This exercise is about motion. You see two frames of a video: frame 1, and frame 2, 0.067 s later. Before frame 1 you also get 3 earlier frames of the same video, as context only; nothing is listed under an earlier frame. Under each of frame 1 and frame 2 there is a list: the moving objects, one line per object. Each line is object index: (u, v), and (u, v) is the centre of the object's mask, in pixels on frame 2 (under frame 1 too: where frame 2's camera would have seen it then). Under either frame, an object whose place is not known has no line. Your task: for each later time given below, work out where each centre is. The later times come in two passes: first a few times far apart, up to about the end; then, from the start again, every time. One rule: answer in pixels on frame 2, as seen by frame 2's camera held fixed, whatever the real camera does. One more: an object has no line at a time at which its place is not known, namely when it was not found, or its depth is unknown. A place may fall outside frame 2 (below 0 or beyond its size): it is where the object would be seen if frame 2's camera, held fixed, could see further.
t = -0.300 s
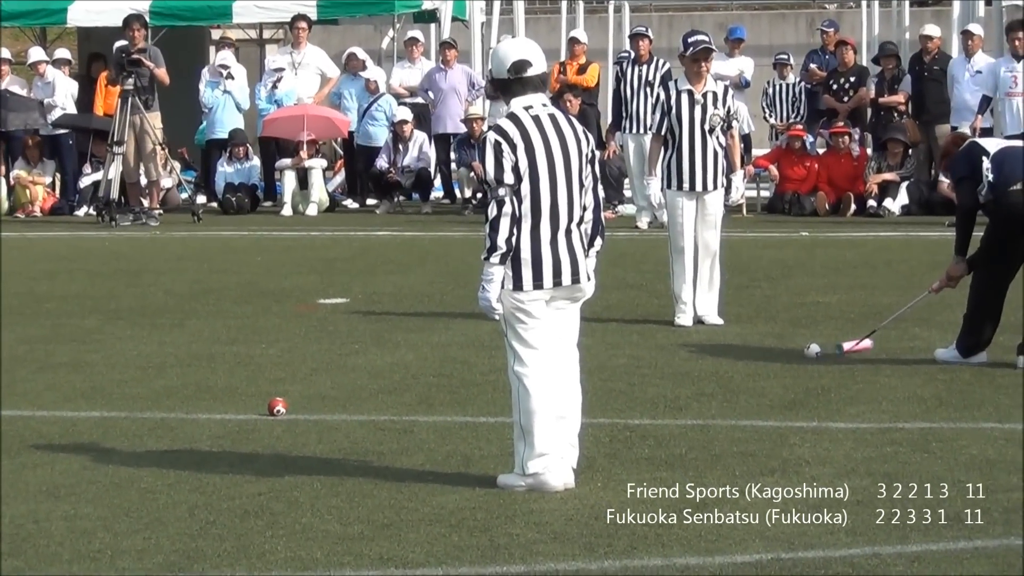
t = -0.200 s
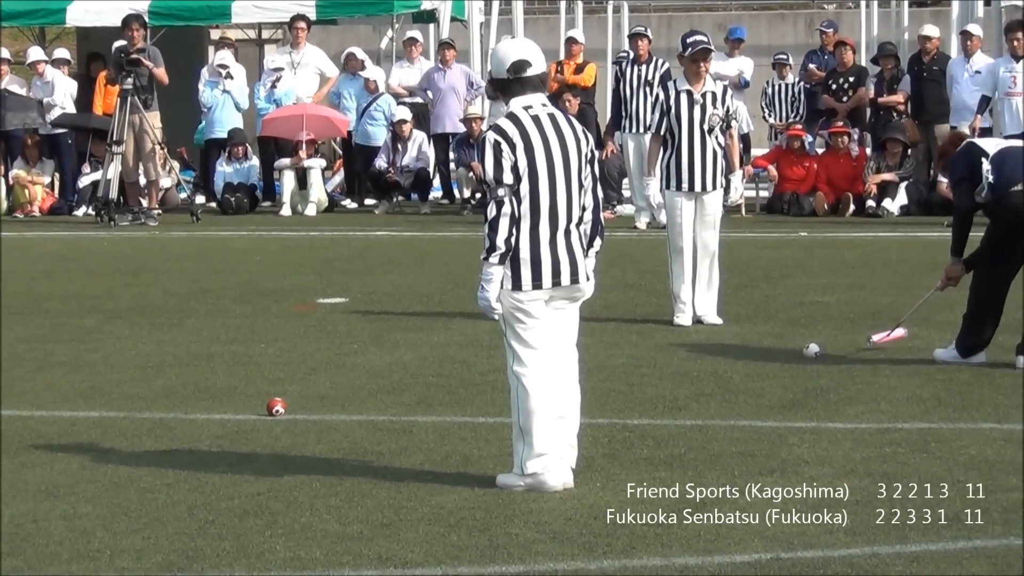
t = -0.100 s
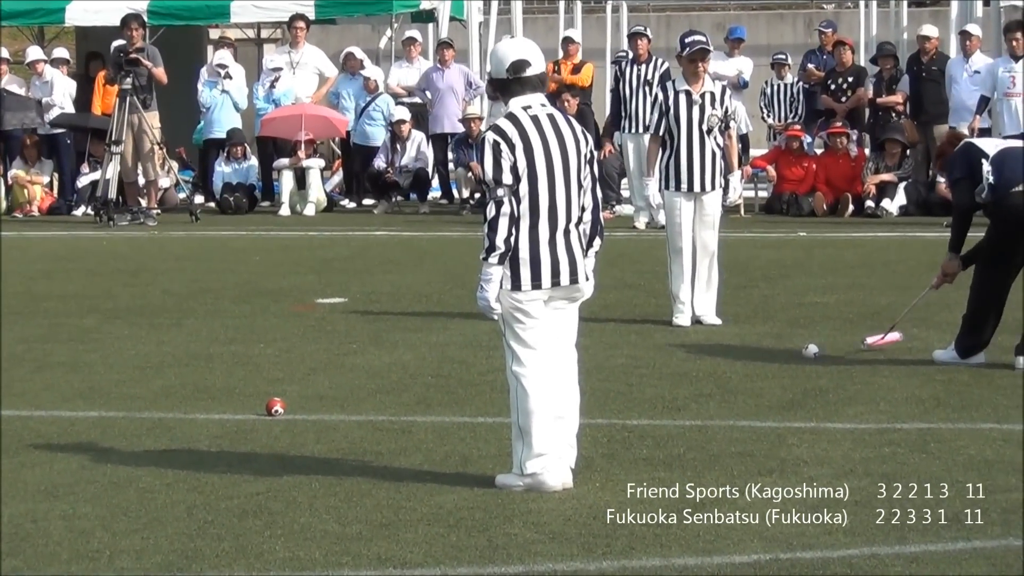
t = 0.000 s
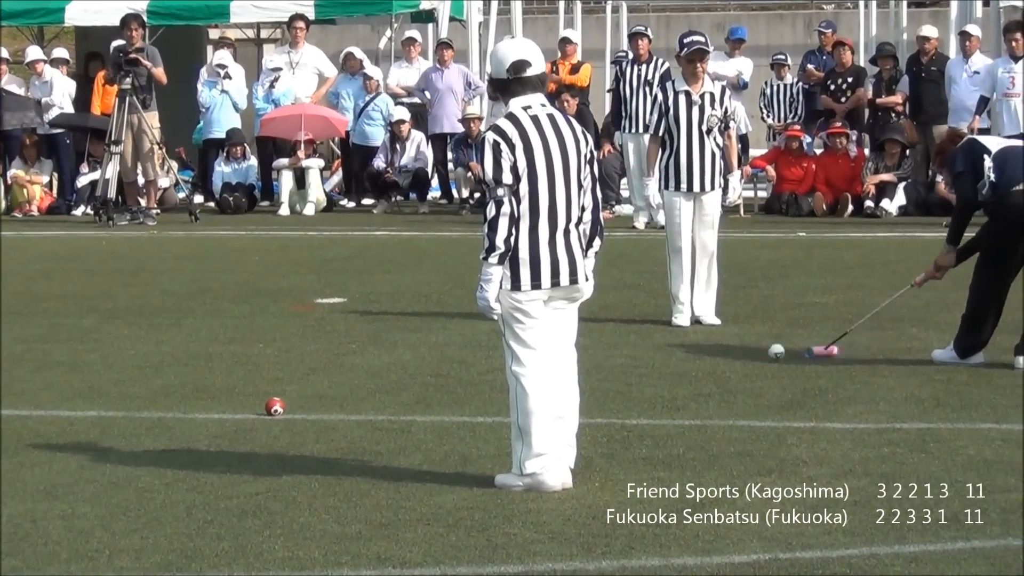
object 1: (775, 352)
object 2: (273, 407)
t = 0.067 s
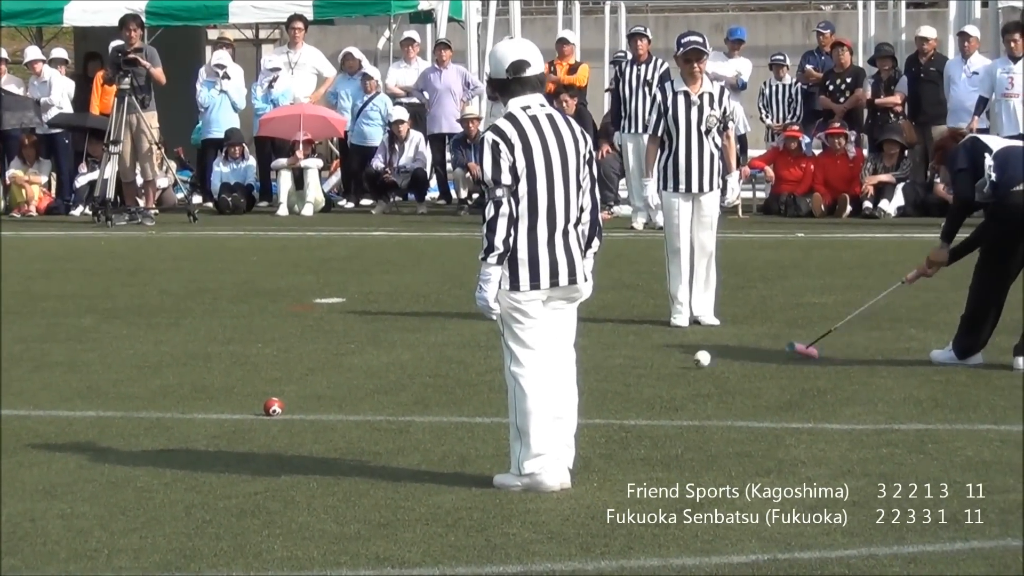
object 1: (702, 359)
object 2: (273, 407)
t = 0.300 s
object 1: (459, 386)
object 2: (273, 407)
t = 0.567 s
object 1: (248, 402)
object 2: (237, 415)
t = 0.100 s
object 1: (665, 365)
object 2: (273, 407)
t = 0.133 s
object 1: (631, 366)
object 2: (273, 407)
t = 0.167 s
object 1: (596, 369)
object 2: (273, 407)
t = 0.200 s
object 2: (273, 407)
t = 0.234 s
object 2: (273, 407)
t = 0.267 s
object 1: (493, 380)
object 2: (273, 407)
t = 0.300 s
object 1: (459, 386)
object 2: (273, 407)
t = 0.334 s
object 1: (426, 389)
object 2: (273, 407)
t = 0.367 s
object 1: (396, 392)
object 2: (273, 407)
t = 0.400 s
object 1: (363, 396)
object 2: (273, 407)
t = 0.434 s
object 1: (334, 397)
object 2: (273, 407)
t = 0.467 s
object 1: (303, 401)
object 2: (273, 407)
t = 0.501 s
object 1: (280, 403)
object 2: (267, 408)
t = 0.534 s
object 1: (264, 402)
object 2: (253, 410)
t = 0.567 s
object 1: (248, 402)
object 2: (237, 415)
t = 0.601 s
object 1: (231, 402)
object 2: (223, 418)
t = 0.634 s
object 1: (216, 403)
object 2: (210, 421)
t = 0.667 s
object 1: (200, 404)
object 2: (196, 425)
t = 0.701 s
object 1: (184, 403)
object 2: (183, 427)
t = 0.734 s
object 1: (167, 405)
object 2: (171, 430)
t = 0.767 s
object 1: (151, 404)
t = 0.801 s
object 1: (134, 405)
